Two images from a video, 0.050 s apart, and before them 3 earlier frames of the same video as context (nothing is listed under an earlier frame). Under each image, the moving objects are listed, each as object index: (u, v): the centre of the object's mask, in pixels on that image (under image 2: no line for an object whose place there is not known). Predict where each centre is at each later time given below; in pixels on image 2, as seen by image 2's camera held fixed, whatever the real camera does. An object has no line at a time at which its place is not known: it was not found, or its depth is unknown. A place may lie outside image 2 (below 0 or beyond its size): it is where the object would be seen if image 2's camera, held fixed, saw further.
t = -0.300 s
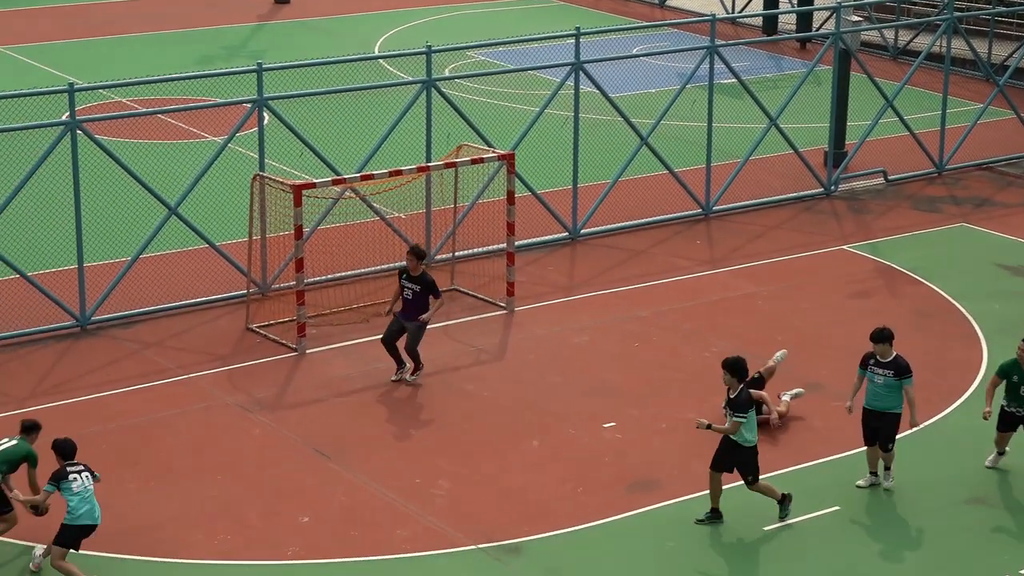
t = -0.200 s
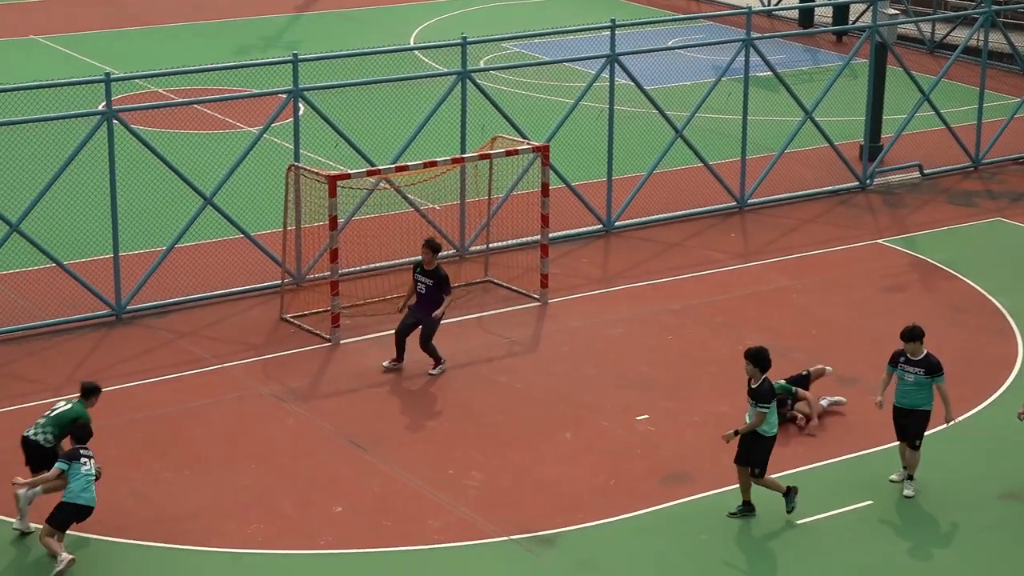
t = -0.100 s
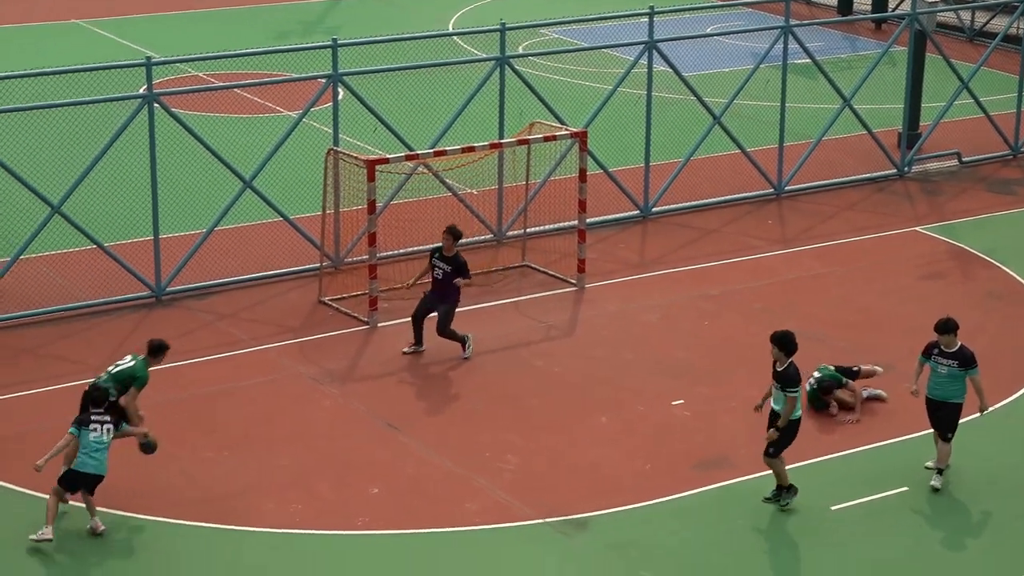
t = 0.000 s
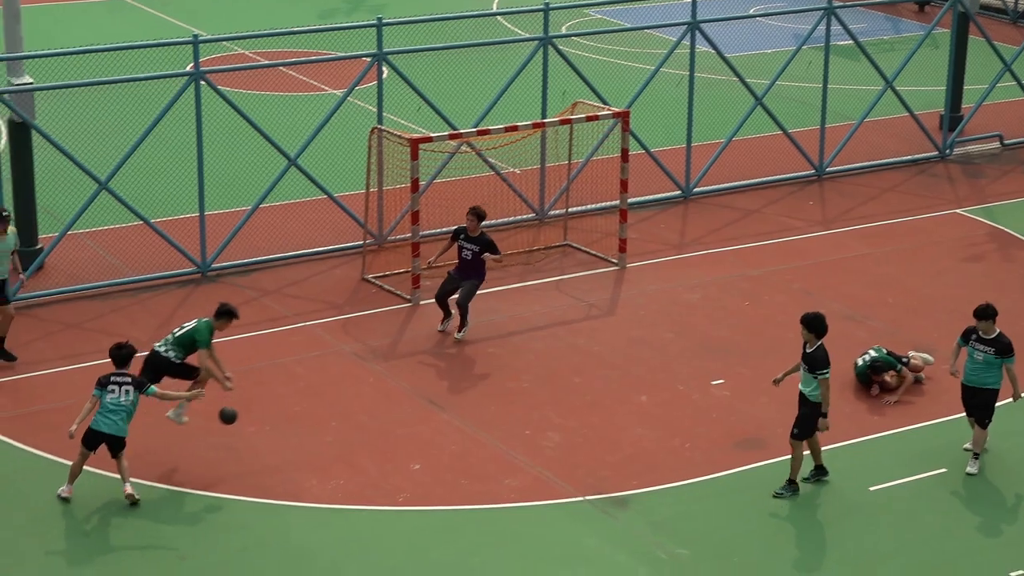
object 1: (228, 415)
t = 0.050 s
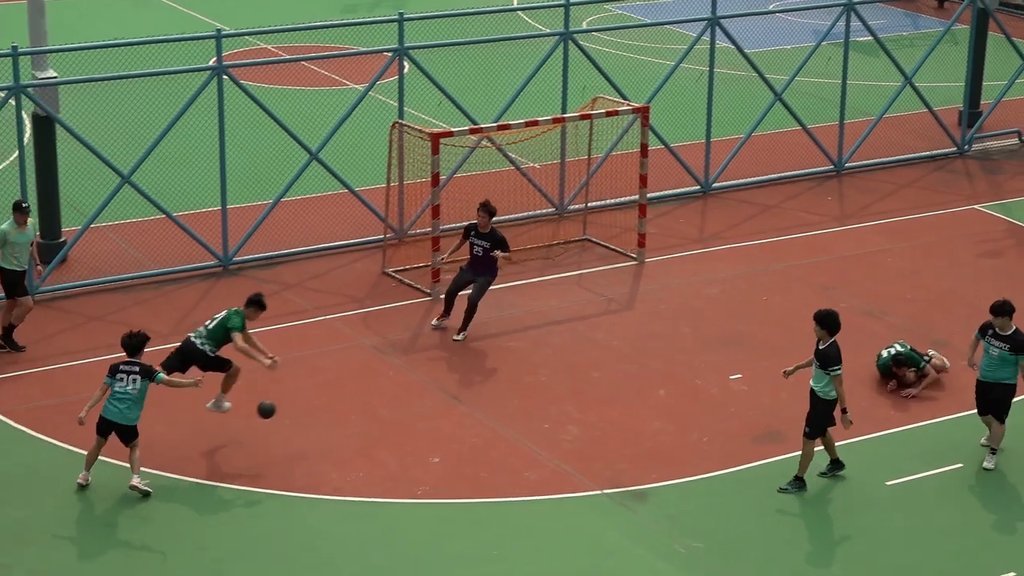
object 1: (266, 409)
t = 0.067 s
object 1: (271, 411)
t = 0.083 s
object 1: (276, 412)
